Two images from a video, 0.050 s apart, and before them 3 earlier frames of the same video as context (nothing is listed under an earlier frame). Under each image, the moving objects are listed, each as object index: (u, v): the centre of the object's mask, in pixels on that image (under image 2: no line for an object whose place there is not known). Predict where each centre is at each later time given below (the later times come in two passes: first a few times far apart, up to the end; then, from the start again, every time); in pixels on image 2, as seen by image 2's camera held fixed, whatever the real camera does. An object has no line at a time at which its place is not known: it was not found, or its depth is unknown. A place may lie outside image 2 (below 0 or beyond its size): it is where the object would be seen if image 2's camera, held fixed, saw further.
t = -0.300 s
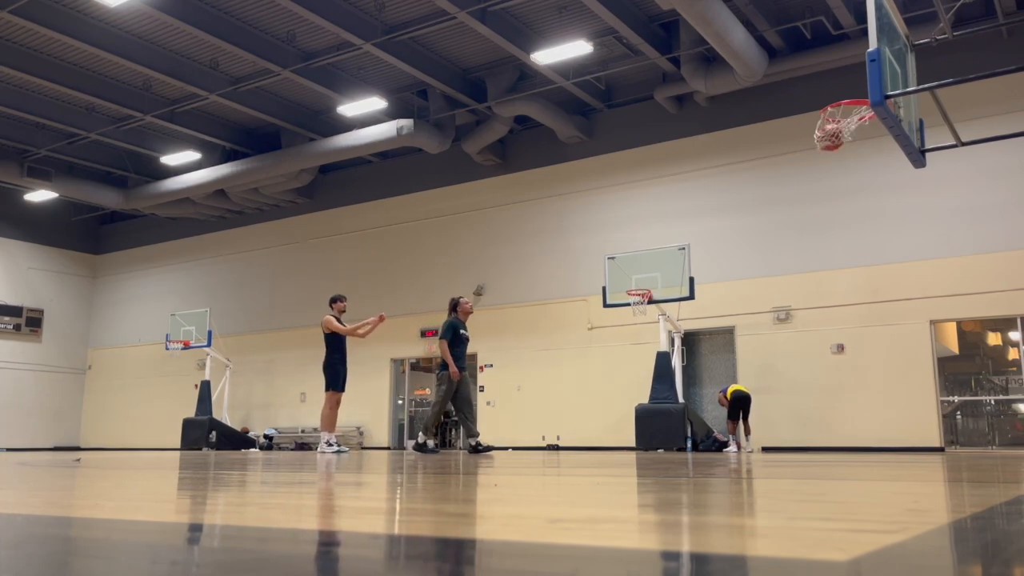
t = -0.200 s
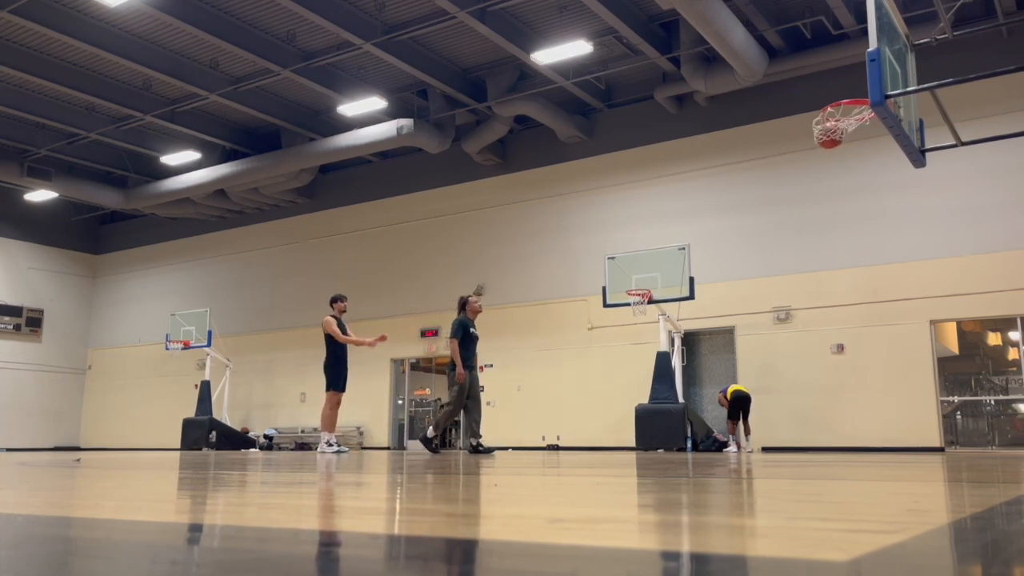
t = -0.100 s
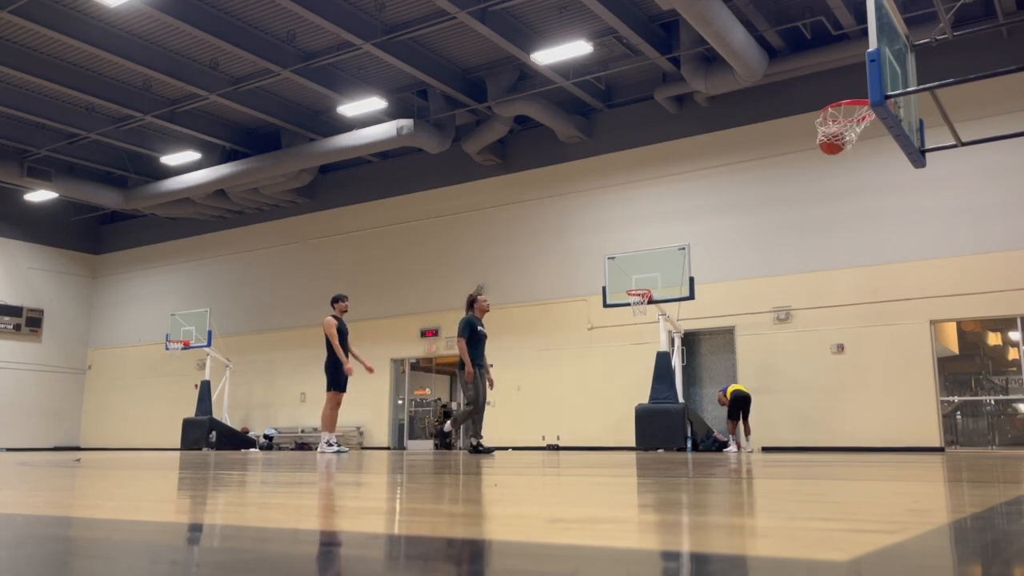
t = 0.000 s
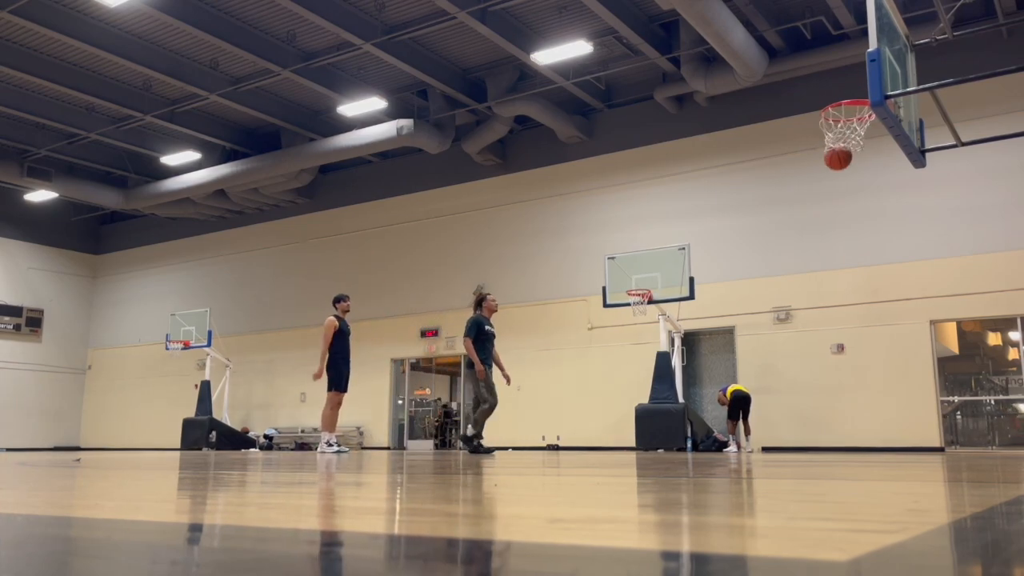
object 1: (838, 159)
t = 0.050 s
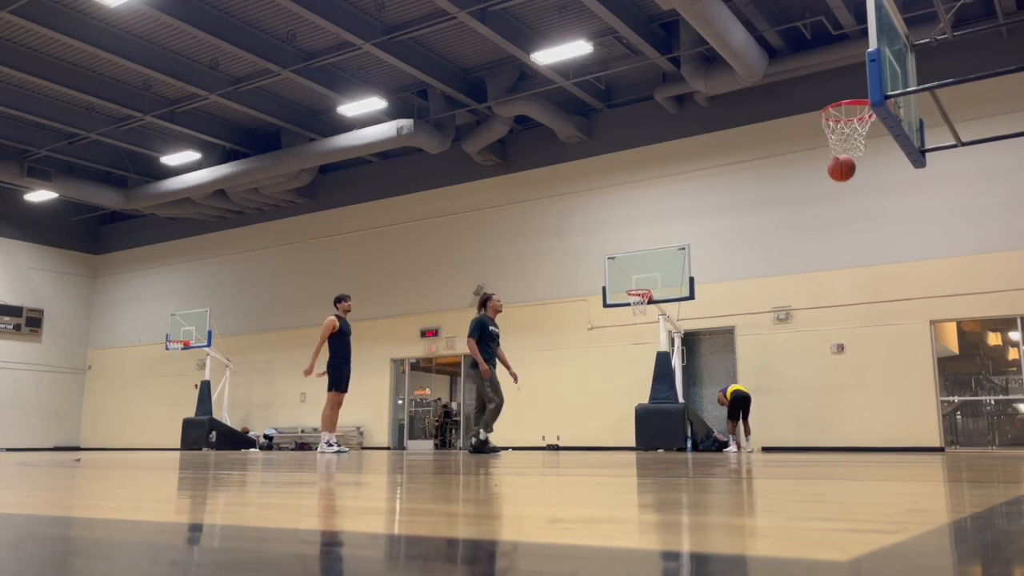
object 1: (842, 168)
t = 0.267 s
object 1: (859, 249)
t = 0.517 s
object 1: (883, 410)
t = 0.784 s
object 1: (893, 333)
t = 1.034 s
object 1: (905, 275)
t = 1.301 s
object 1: (923, 289)
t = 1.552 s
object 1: (947, 377)
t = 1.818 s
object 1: (963, 383)
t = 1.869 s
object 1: (965, 369)
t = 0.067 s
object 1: (843, 173)
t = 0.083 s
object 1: (844, 178)
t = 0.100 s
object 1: (845, 183)
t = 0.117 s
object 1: (847, 188)
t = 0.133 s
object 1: (848, 193)
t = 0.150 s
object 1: (849, 199)
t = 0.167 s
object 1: (850, 206)
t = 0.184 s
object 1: (852, 212)
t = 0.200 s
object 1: (853, 219)
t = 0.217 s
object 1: (854, 226)
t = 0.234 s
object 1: (856, 233)
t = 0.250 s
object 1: (858, 241)
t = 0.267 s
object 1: (859, 249)
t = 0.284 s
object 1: (860, 257)
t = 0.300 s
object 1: (862, 266)
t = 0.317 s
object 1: (864, 275)
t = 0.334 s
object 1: (865, 284)
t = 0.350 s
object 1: (866, 294)
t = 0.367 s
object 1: (868, 304)
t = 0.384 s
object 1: (870, 315)
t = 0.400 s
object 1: (871, 325)
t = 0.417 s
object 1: (873, 336)
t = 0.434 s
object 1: (875, 348)
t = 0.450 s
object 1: (877, 360)
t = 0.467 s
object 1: (878, 372)
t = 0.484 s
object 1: (880, 384)
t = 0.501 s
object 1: (882, 397)
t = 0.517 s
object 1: (883, 410)
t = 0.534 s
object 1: (885, 424)
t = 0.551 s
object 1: (887, 438)
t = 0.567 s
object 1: (888, 441)
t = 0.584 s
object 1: (888, 431)
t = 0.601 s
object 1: (889, 421)
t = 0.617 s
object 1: (889, 411)
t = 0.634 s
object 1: (889, 402)
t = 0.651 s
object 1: (889, 393)
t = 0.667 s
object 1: (890, 384)
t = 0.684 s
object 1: (890, 376)
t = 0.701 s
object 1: (891, 368)
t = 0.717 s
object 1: (892, 360)
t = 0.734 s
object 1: (892, 353)
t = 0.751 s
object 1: (893, 346)
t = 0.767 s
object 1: (893, 339)
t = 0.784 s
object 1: (893, 333)
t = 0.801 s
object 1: (894, 327)
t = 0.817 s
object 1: (895, 321)
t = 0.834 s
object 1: (895, 316)
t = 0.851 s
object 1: (896, 311)
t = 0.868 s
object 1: (897, 306)
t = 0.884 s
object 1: (897, 301)
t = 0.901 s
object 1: (898, 297)
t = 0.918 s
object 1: (899, 293)
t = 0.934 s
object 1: (900, 290)
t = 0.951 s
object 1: (901, 286)
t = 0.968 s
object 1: (901, 284)
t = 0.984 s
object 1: (902, 281)
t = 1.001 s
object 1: (903, 278)
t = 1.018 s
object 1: (904, 277)
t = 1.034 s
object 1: (905, 275)
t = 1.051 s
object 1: (906, 273)
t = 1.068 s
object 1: (907, 272)
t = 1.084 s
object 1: (908, 271)
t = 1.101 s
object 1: (909, 271)
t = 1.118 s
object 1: (910, 271)
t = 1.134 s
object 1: (911, 271)
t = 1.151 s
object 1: (912, 271)
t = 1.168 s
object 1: (913, 272)
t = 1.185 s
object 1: (914, 273)
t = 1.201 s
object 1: (916, 274)
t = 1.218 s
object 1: (917, 276)
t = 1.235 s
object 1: (918, 278)
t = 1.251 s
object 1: (919, 280)
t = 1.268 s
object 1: (920, 283)
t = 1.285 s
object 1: (922, 286)
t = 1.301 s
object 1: (923, 289)
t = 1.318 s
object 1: (924, 292)
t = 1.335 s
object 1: (926, 296)
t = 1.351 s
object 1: (927, 301)
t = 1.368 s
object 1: (929, 305)
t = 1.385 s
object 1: (930, 310)
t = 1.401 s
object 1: (932, 315)
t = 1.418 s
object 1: (933, 320)
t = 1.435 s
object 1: (935, 326)
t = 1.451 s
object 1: (937, 332)
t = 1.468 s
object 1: (938, 339)
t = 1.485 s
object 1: (940, 346)
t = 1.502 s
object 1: (942, 353)
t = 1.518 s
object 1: (944, 361)
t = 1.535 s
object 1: (945, 369)
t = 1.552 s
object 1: (947, 377)
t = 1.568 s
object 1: (949, 385)
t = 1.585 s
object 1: (951, 394)
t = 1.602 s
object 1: (953, 403)
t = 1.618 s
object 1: (954, 414)
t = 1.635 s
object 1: (956, 423)
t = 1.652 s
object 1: (959, 434)
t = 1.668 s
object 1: (961, 443)
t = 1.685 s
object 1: (961, 438)
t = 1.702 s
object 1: (961, 430)
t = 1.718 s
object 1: (962, 422)
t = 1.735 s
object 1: (962, 415)
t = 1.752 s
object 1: (963, 408)
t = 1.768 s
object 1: (963, 401)
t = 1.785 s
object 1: (963, 395)
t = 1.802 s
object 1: (963, 389)
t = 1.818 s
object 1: (963, 383)
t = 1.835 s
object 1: (963, 378)
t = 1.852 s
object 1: (964, 373)
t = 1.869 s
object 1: (965, 369)
